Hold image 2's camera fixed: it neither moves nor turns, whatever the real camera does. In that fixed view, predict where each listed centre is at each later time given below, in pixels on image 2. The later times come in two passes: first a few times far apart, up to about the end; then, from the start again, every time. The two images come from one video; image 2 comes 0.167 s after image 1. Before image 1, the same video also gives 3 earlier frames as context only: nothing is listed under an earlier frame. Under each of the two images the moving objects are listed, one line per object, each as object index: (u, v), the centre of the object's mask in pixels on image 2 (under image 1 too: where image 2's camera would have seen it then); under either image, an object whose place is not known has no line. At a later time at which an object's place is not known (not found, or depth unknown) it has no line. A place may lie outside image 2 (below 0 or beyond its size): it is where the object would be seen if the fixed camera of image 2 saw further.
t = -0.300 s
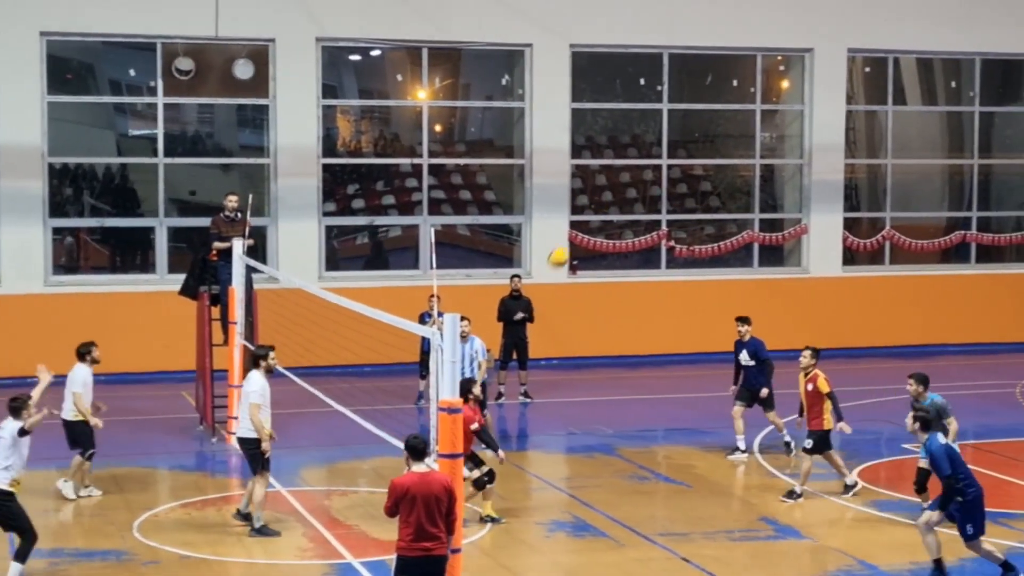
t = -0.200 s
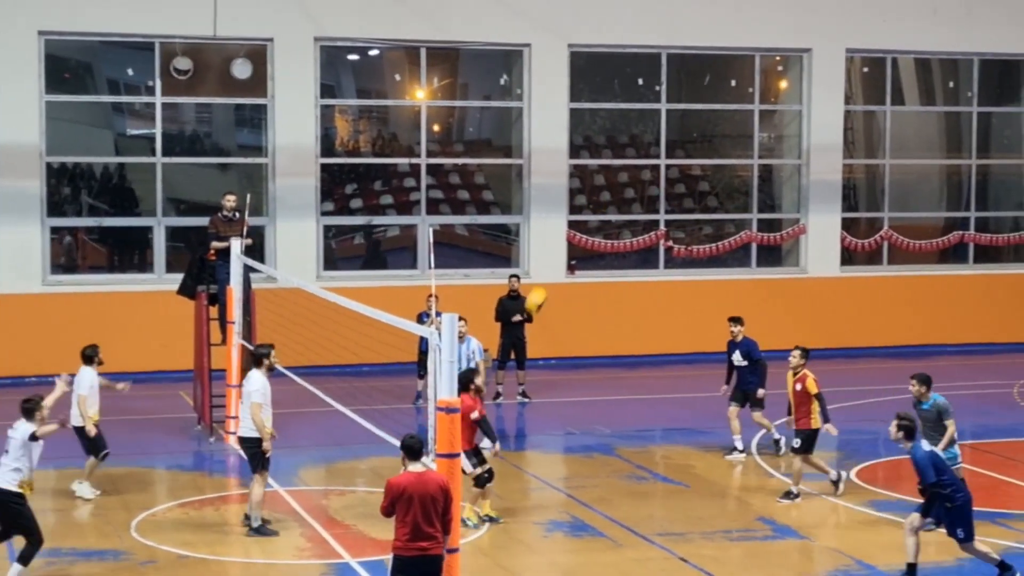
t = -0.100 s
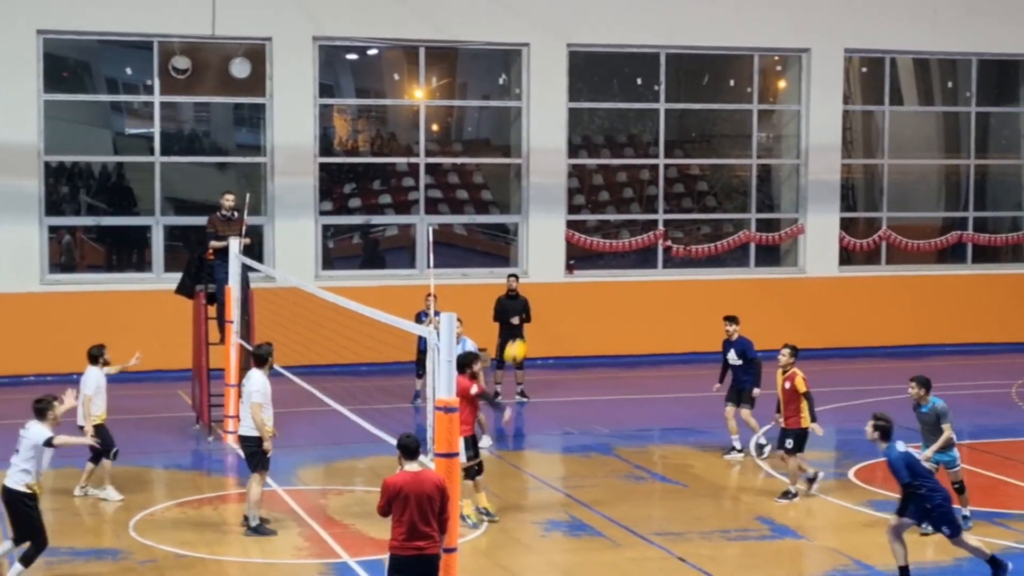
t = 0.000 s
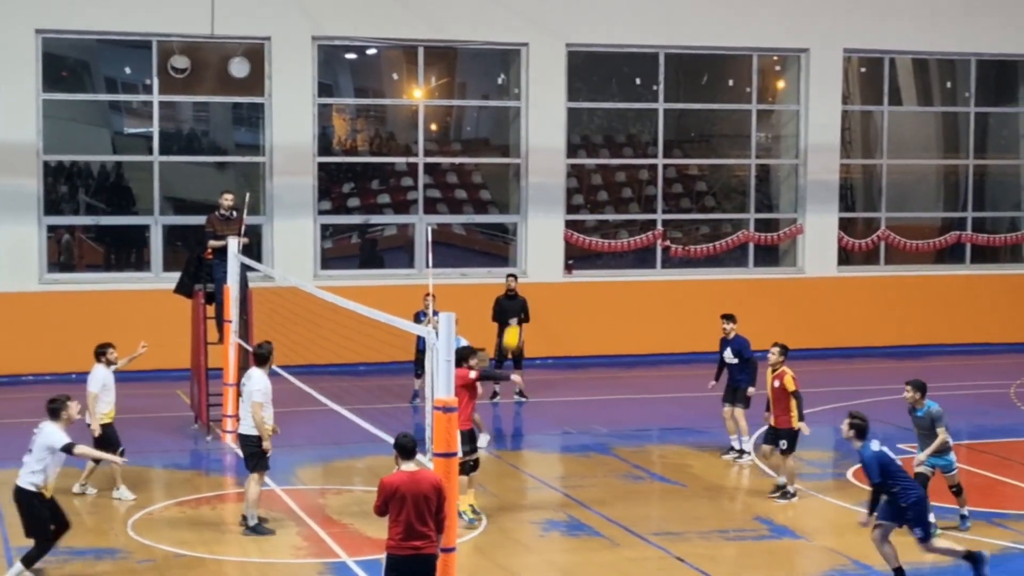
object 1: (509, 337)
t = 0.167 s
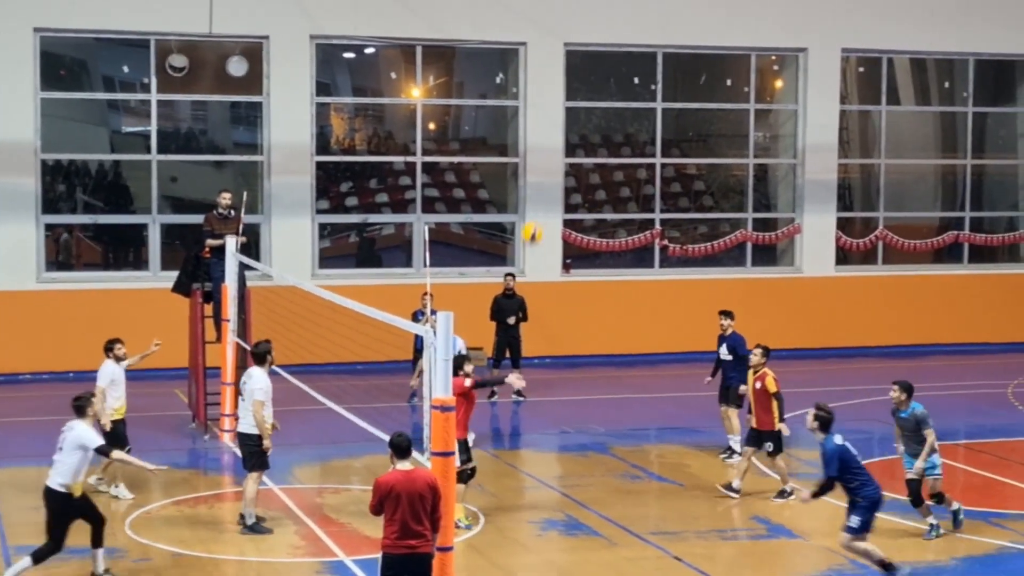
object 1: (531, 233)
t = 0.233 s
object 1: (540, 197)
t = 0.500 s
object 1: (574, 102)
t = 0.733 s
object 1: (601, 77)
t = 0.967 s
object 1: (628, 106)
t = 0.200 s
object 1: (536, 214)
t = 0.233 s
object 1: (540, 197)
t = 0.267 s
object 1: (544, 182)
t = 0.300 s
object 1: (549, 167)
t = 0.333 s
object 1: (554, 153)
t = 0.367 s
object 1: (558, 141)
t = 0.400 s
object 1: (562, 130)
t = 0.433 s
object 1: (566, 119)
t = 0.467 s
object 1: (570, 111)
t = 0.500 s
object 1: (574, 102)
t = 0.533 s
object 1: (578, 95)
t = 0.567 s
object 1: (582, 89)
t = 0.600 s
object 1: (586, 85)
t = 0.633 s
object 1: (589, 81)
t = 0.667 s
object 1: (593, 79)
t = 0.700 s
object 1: (597, 77)
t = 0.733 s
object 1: (601, 77)
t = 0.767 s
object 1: (605, 78)
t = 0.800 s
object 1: (609, 80)
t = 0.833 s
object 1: (613, 83)
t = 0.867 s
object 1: (616, 87)
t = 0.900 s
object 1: (620, 92)
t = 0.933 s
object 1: (624, 98)
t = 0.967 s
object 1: (628, 106)
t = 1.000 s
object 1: (632, 114)
